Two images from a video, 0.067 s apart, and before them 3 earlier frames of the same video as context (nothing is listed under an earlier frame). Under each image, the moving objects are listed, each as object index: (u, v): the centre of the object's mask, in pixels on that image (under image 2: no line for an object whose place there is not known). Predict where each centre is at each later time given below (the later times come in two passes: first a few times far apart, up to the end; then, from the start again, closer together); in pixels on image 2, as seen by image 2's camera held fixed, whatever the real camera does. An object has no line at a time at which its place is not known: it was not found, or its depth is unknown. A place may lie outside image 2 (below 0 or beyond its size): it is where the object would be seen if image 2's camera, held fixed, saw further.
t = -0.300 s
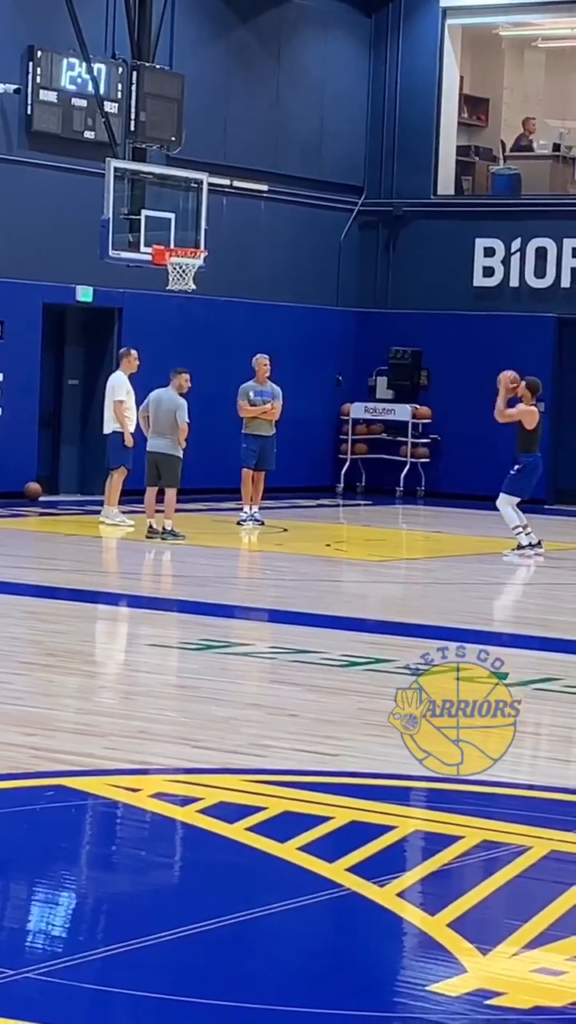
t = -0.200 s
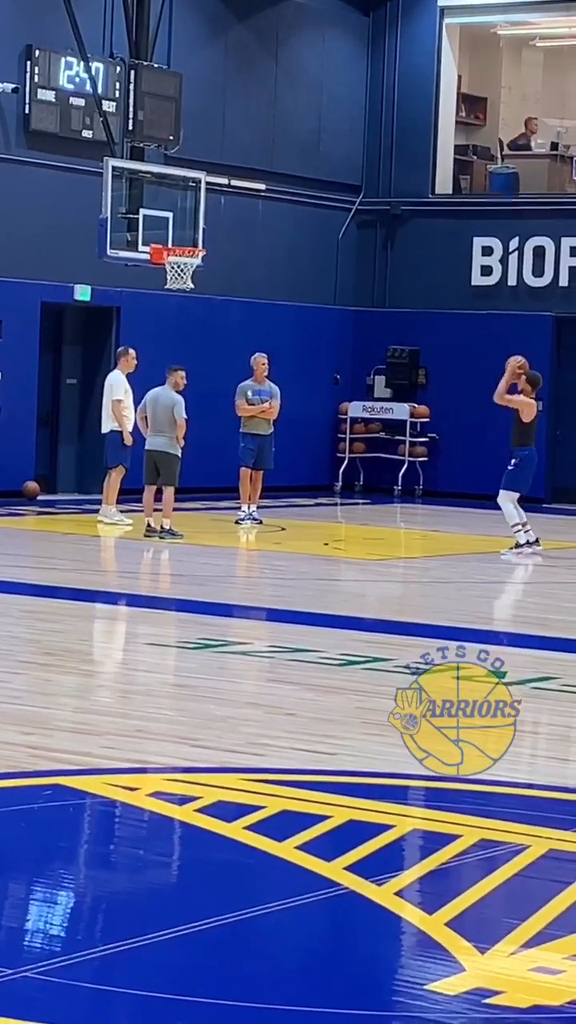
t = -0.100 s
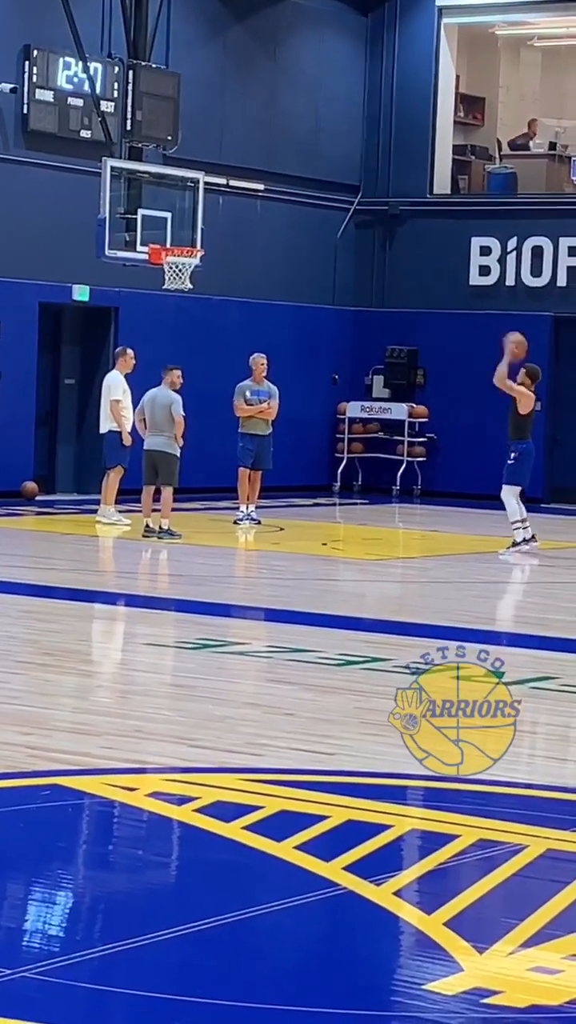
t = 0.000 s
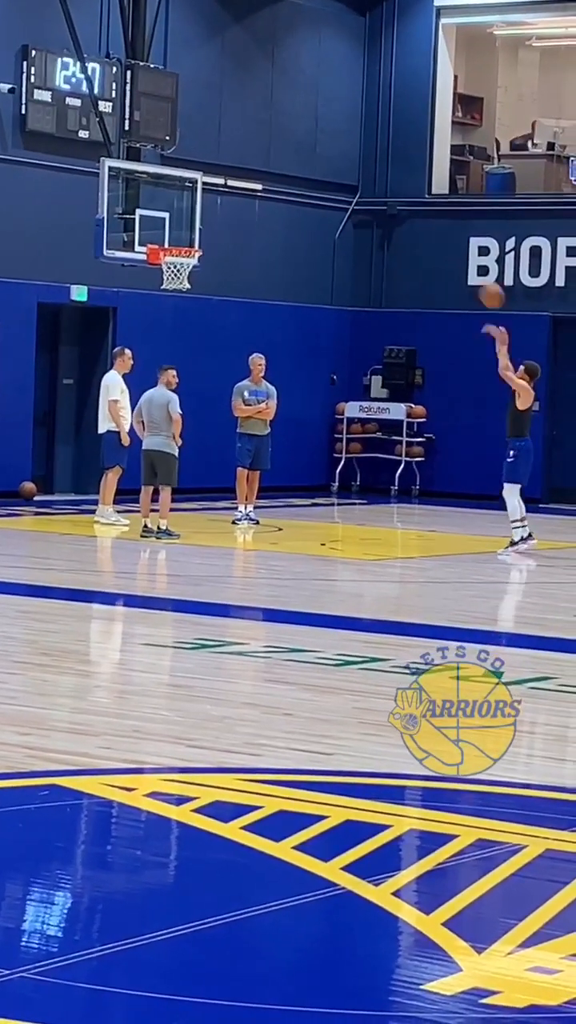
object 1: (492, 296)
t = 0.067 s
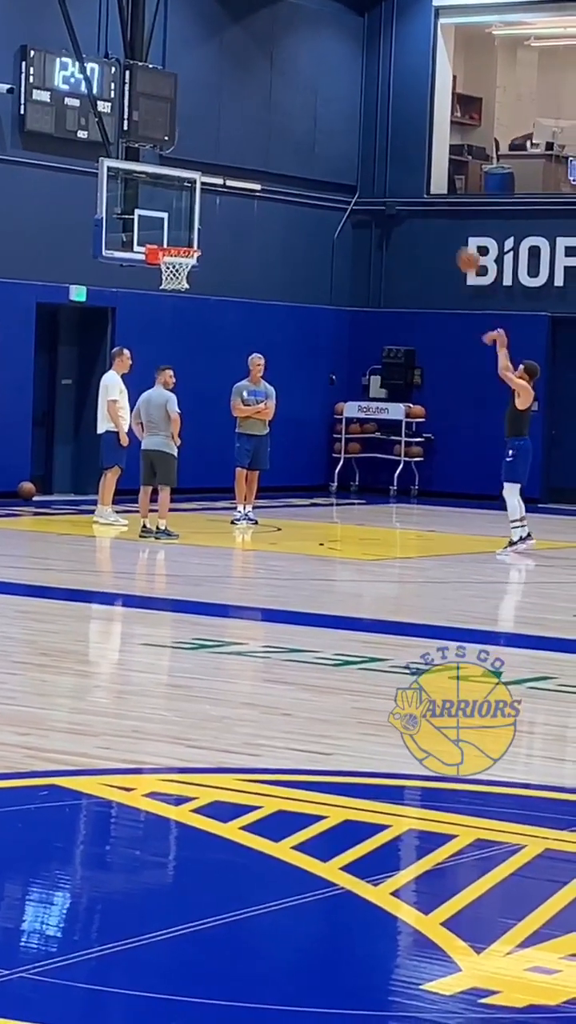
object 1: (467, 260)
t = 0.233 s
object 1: (417, 195)
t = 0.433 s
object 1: (357, 153)
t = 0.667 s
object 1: (288, 151)
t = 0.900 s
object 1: (220, 197)
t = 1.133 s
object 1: (165, 281)
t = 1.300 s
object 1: (161, 329)
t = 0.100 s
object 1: (458, 244)
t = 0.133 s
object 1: (448, 231)
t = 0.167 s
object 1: (438, 218)
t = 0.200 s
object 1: (428, 206)
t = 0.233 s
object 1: (417, 195)
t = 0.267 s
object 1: (408, 185)
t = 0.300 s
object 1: (398, 177)
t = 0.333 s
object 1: (387, 169)
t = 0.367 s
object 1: (377, 163)
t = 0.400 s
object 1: (367, 157)
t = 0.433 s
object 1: (357, 153)
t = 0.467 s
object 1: (347, 150)
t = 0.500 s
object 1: (338, 147)
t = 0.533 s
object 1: (328, 146)
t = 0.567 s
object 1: (318, 145)
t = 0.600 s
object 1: (308, 146)
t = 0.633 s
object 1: (298, 148)
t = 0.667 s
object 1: (288, 151)
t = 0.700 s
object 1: (279, 155)
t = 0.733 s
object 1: (269, 159)
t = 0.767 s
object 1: (259, 165)
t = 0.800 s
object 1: (250, 170)
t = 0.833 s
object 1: (241, 178)
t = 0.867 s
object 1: (231, 187)
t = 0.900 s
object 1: (220, 197)
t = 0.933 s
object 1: (212, 207)
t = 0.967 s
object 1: (203, 218)
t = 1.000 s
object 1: (193, 231)
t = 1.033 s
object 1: (183, 240)
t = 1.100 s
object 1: (164, 268)
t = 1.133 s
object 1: (165, 281)
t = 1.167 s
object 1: (166, 286)
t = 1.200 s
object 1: (164, 295)
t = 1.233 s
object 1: (163, 306)
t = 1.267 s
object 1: (162, 317)
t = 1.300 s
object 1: (161, 329)
